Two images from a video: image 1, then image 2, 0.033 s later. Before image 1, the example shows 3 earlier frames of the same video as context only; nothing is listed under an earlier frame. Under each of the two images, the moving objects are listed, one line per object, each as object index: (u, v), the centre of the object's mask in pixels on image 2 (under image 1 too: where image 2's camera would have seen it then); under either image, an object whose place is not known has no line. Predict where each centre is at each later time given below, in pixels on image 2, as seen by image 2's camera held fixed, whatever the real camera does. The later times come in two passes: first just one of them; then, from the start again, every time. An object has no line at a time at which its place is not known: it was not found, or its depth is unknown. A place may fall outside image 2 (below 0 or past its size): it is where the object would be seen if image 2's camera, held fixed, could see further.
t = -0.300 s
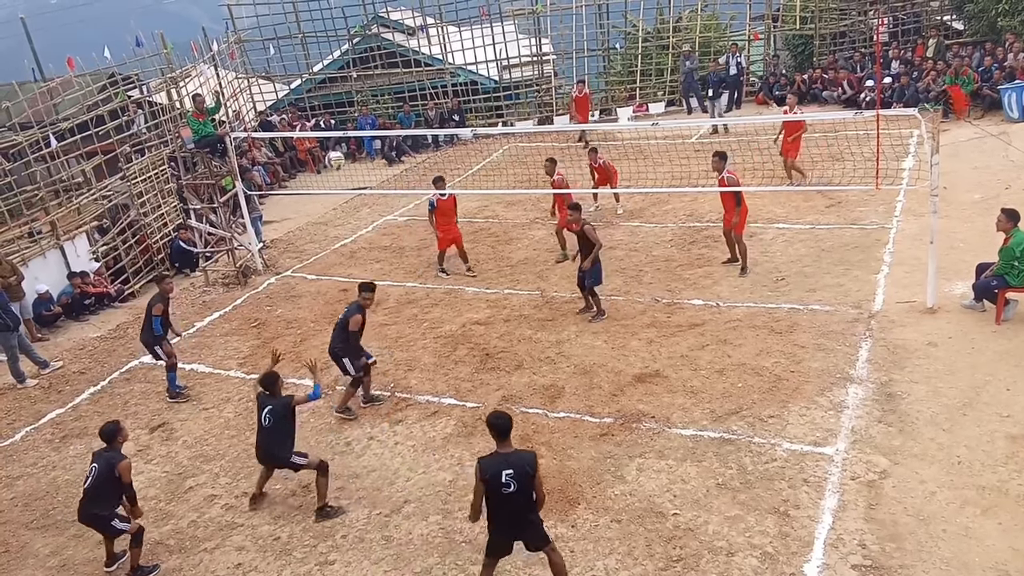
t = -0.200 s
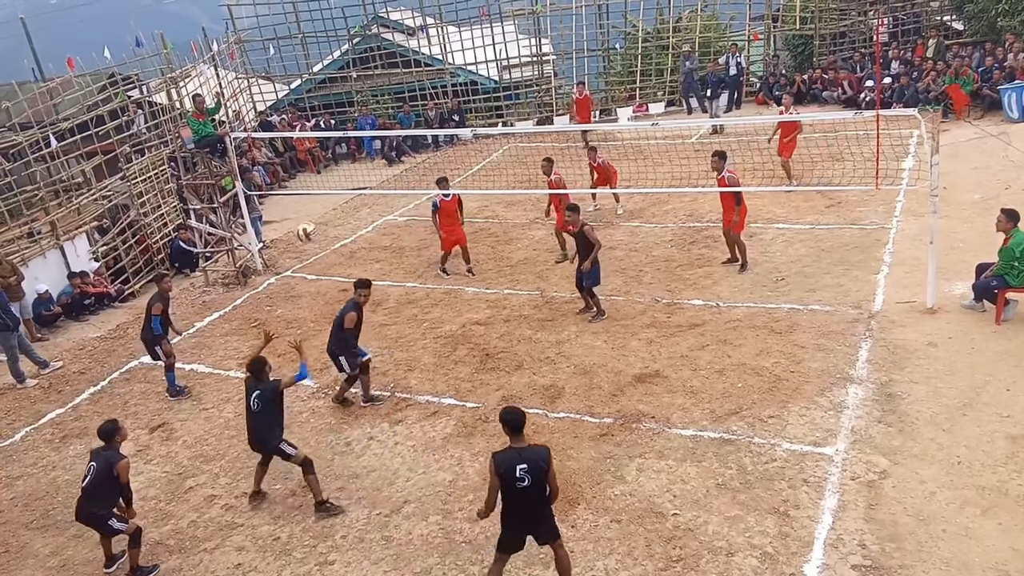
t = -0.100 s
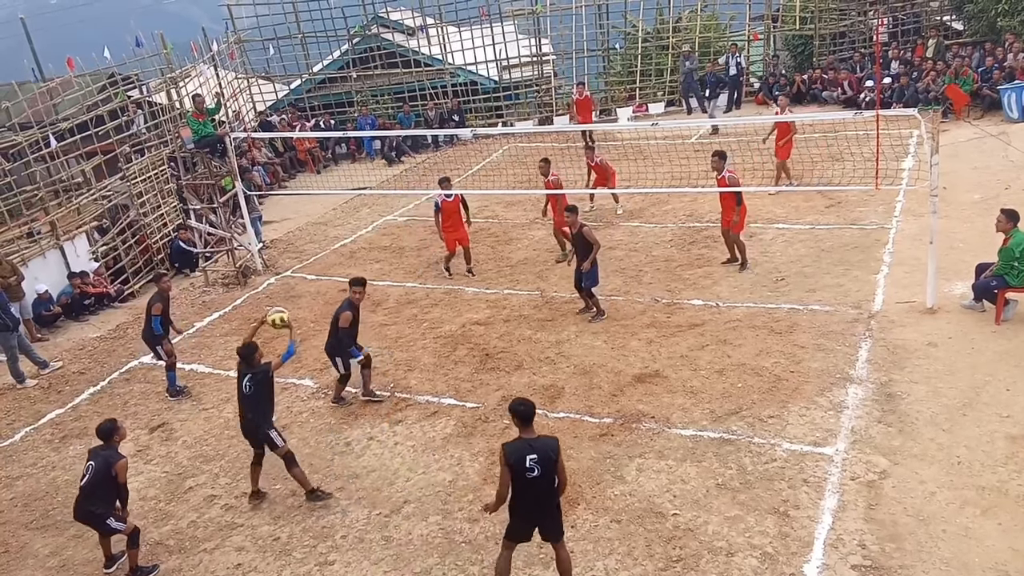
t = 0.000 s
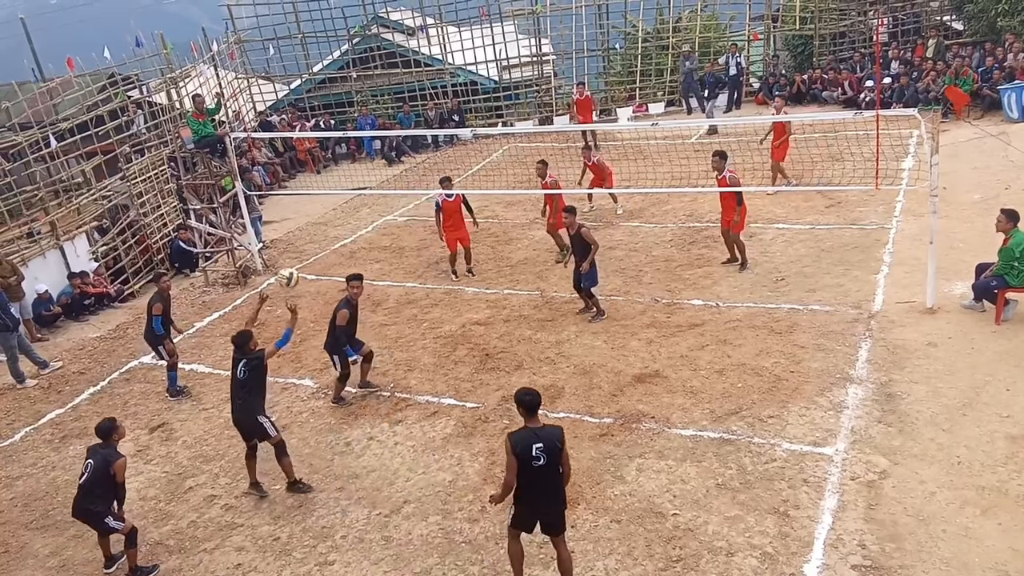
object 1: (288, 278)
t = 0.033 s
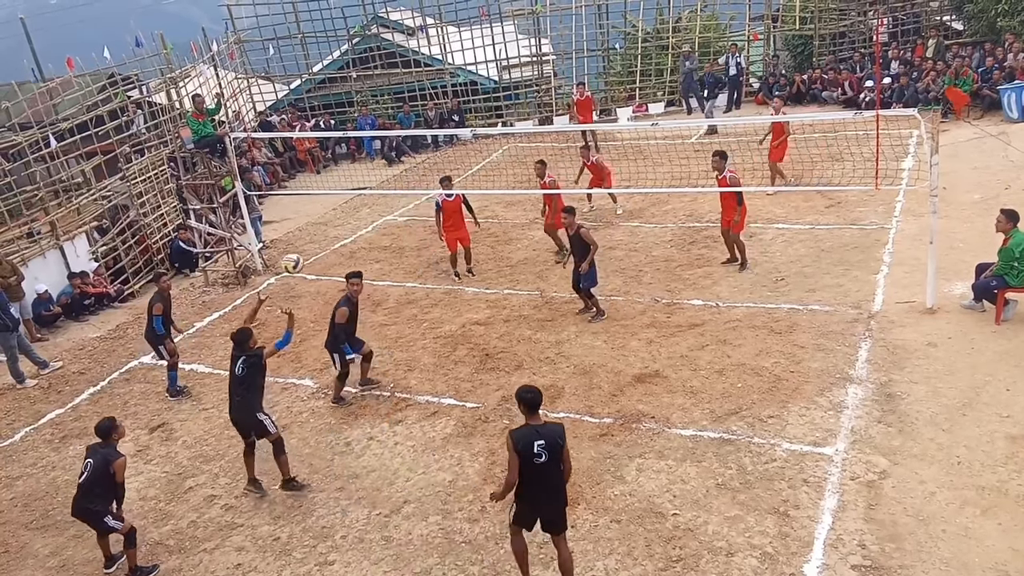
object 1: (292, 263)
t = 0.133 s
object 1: (307, 228)
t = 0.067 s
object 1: (297, 250)
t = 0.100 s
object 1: (302, 239)
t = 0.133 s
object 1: (307, 228)
